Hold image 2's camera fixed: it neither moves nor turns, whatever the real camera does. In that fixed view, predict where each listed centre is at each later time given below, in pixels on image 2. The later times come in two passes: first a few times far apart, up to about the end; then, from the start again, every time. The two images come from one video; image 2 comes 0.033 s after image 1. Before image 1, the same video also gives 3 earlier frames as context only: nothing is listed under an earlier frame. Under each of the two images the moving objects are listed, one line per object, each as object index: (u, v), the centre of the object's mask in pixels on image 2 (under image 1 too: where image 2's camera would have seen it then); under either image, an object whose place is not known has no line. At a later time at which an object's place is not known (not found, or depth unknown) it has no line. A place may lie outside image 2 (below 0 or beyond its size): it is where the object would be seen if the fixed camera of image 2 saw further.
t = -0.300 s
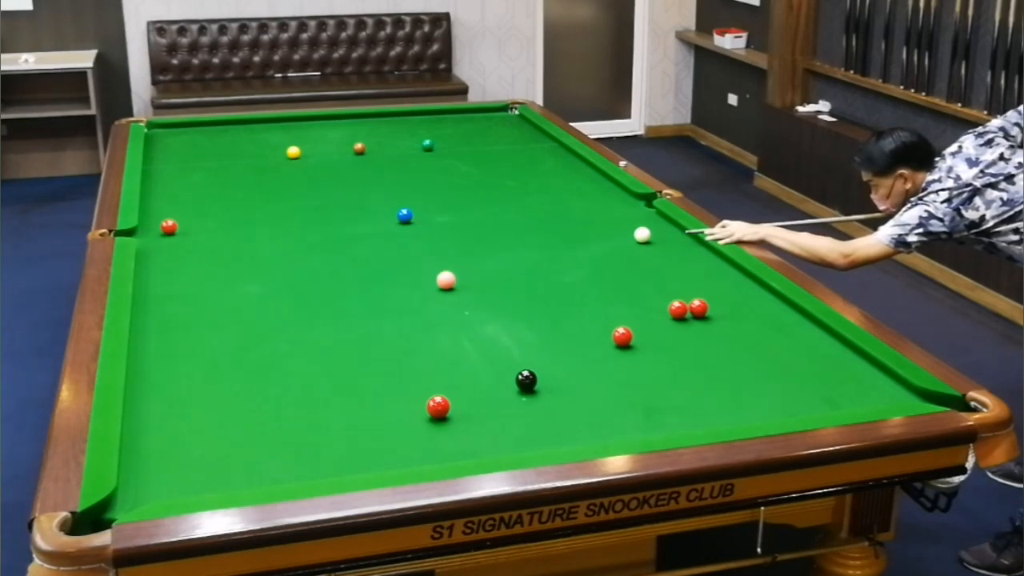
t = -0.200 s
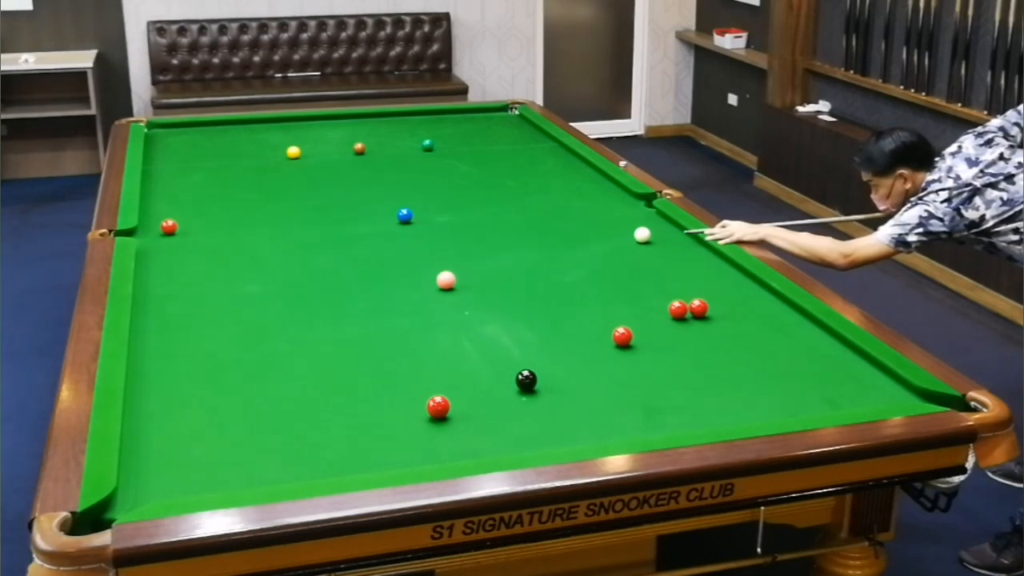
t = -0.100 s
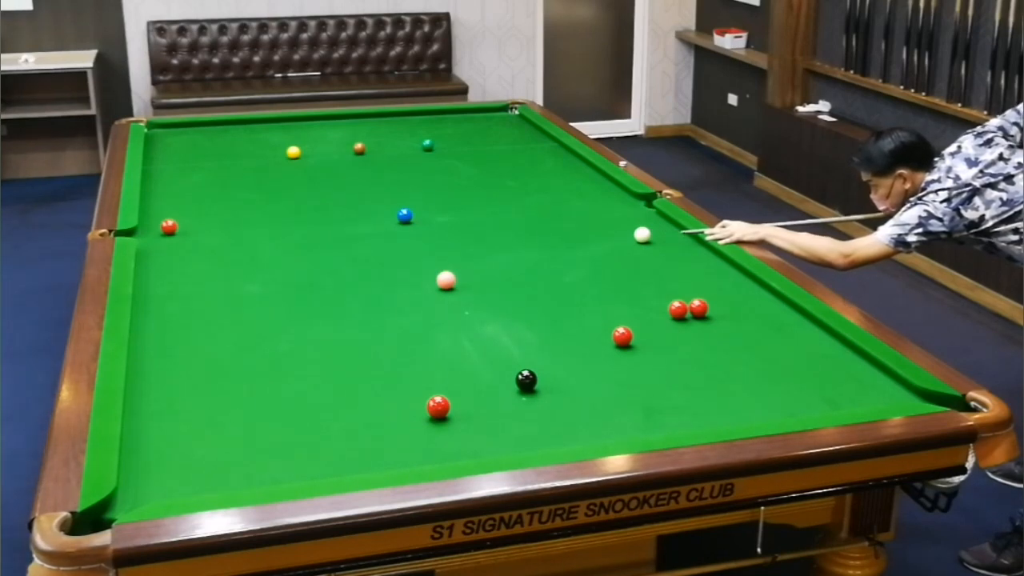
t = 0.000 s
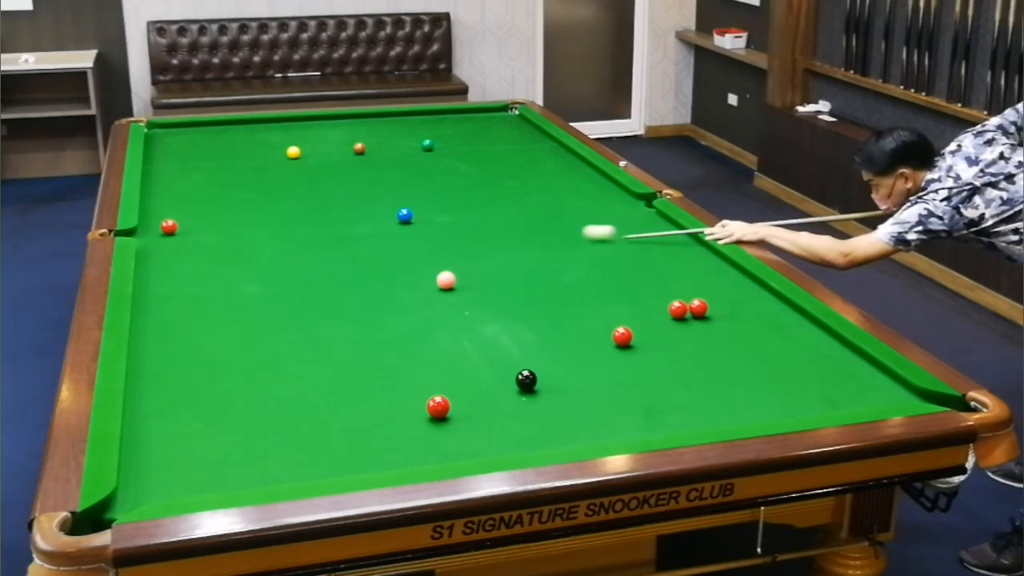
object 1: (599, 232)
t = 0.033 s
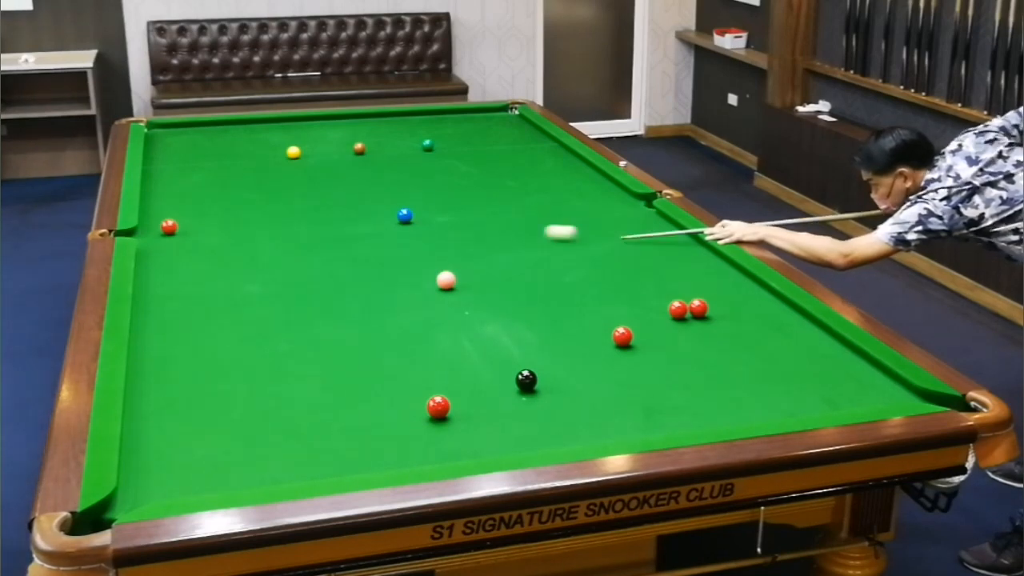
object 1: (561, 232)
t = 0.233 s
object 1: (347, 228)
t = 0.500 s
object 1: (169, 215)
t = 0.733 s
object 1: (164, 192)
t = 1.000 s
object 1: (197, 169)
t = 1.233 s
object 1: (221, 152)
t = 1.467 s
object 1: (242, 137)
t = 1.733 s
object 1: (263, 121)
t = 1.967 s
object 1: (295, 125)
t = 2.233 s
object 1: (333, 133)
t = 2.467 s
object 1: (368, 140)
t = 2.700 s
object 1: (403, 147)
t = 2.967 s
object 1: (444, 156)
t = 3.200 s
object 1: (481, 163)
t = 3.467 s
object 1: (524, 172)
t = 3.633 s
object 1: (551, 178)
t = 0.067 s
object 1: (523, 231)
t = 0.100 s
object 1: (487, 230)
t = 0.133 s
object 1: (451, 230)
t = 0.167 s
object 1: (415, 230)
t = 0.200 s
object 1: (381, 229)
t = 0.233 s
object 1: (347, 228)
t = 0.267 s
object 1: (315, 227)
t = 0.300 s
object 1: (283, 226)
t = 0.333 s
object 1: (252, 225)
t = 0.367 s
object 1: (222, 225)
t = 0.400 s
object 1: (194, 224)
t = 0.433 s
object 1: (180, 222)
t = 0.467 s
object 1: (175, 218)
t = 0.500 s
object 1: (169, 215)
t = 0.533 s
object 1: (163, 211)
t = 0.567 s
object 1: (156, 208)
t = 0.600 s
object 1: (149, 205)
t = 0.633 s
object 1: (149, 202)
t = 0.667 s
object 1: (154, 199)
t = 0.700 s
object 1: (159, 196)
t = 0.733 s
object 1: (164, 192)
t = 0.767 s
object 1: (168, 189)
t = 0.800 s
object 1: (172, 186)
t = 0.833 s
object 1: (177, 183)
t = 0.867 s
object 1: (181, 180)
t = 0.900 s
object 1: (185, 177)
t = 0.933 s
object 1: (189, 175)
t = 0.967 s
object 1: (193, 172)
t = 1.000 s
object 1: (197, 169)
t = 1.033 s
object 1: (200, 166)
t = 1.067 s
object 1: (204, 164)
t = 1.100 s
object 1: (207, 161)
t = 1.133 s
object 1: (211, 159)
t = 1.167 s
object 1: (214, 156)
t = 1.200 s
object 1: (218, 154)
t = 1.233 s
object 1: (221, 152)
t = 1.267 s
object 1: (224, 150)
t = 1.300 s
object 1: (228, 147)
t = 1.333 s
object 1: (230, 145)
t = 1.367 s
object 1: (234, 143)
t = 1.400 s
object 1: (236, 141)
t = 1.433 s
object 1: (239, 138)
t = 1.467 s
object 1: (242, 137)
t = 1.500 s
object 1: (245, 134)
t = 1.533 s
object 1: (248, 132)
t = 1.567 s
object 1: (251, 130)
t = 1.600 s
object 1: (253, 129)
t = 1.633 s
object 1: (256, 127)
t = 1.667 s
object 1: (258, 125)
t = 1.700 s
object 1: (261, 123)
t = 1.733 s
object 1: (263, 121)
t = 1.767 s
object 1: (266, 120)
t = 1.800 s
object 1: (270, 120)
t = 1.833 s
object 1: (275, 121)
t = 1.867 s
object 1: (280, 122)
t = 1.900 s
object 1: (285, 123)
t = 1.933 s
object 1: (290, 124)
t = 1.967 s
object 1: (295, 125)
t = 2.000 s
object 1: (299, 126)
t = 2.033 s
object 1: (304, 127)
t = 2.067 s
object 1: (309, 128)
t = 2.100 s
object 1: (314, 129)
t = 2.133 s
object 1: (319, 130)
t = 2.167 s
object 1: (323, 131)
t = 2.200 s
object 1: (328, 132)
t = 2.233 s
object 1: (333, 133)
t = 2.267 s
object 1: (338, 134)
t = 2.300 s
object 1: (343, 135)
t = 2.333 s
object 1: (348, 136)
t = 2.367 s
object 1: (352, 137)
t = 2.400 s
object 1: (357, 137)
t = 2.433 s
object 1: (363, 138)
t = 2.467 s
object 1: (368, 140)
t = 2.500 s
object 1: (373, 141)
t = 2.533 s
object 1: (378, 142)
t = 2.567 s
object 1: (383, 143)
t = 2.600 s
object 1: (388, 144)
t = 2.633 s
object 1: (393, 145)
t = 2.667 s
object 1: (398, 146)
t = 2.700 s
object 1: (403, 147)
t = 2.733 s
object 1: (408, 148)
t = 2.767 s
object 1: (413, 149)
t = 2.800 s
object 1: (418, 150)
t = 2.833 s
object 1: (423, 152)
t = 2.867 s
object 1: (429, 153)
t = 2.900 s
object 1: (434, 154)
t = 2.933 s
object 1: (439, 155)
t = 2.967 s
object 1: (444, 156)
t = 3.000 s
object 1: (449, 157)
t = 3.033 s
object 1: (455, 158)
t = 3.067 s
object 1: (460, 159)
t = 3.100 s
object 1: (465, 160)
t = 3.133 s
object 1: (471, 161)
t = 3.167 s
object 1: (476, 162)
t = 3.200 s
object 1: (481, 163)
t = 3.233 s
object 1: (486, 164)
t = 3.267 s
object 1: (492, 165)
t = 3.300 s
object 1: (497, 166)
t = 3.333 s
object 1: (502, 168)
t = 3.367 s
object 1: (508, 169)
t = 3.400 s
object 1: (513, 170)
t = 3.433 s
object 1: (519, 171)
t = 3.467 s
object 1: (524, 172)
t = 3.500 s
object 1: (530, 173)
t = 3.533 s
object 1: (535, 174)
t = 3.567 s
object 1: (540, 176)
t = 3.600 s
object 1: (546, 177)
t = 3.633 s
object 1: (551, 178)
